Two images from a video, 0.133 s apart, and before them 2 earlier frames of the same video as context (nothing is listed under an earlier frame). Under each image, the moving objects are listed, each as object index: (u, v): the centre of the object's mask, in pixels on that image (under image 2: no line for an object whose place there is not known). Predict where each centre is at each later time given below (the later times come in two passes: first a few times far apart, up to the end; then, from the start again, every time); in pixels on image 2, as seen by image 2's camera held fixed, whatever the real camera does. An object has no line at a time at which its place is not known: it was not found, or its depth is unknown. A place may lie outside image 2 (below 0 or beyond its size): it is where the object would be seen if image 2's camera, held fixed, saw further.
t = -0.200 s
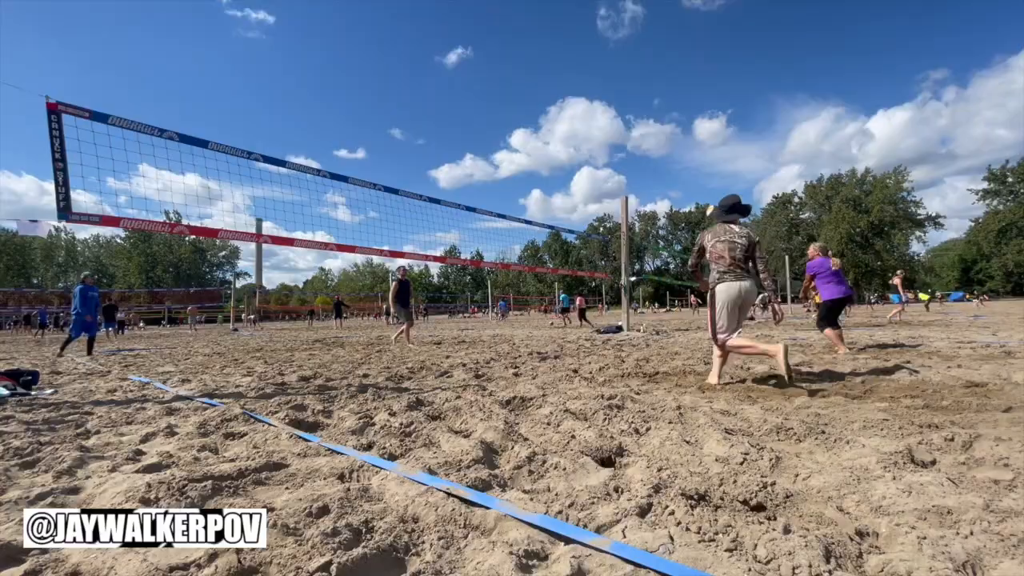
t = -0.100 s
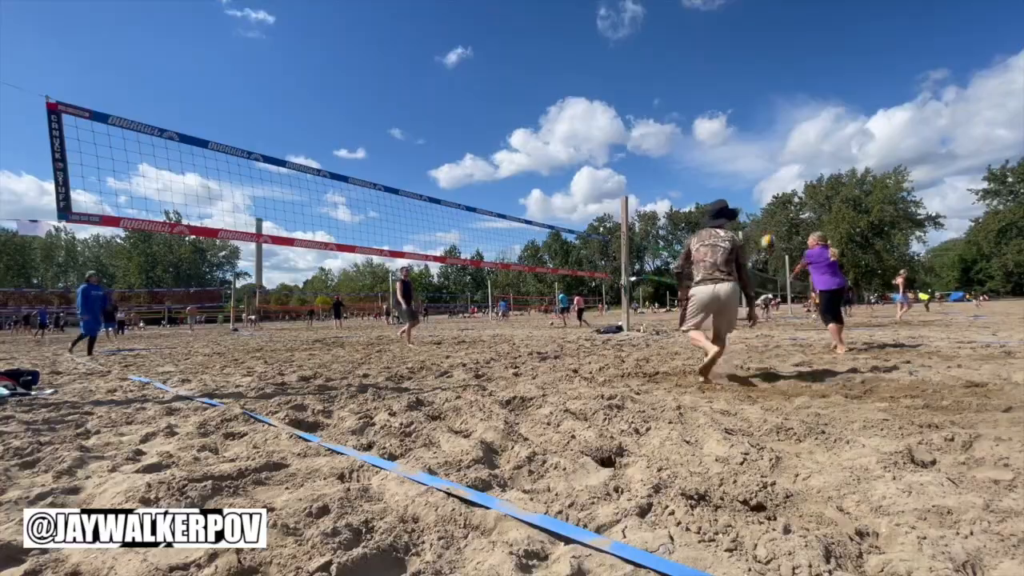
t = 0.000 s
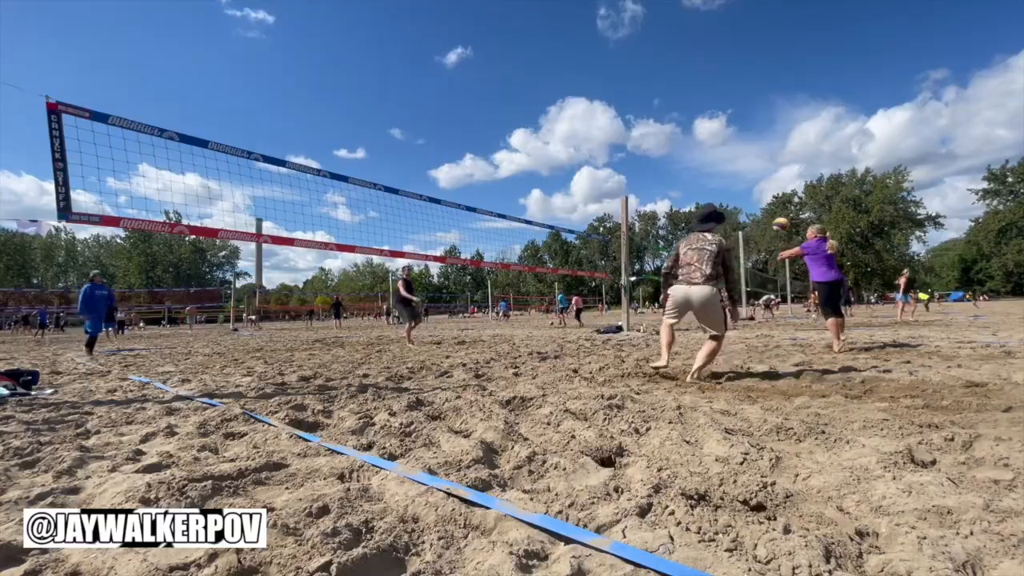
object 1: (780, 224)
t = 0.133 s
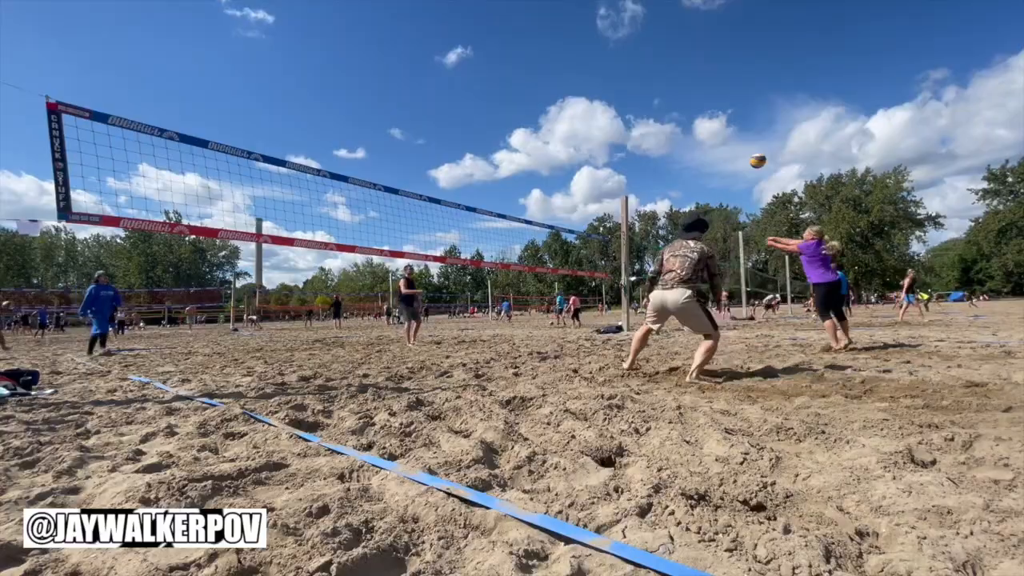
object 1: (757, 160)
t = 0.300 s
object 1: (731, 99)
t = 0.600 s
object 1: (692, 32)
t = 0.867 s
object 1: (660, 19)
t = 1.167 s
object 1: (626, 59)
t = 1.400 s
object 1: (601, 137)
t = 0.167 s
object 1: (752, 147)
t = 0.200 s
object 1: (747, 133)
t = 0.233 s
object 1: (742, 121)
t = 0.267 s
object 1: (736, 110)
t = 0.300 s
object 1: (731, 99)
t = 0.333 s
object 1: (726, 89)
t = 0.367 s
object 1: (722, 79)
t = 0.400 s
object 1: (717, 70)
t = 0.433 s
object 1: (712, 62)
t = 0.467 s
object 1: (708, 55)
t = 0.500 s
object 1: (704, 48)
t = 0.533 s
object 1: (700, 42)
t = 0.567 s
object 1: (696, 37)
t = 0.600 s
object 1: (692, 32)
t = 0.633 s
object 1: (687, 28)
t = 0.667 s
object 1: (683, 25)
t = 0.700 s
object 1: (679, 22)
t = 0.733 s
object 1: (675, 20)
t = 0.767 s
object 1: (671, 19)
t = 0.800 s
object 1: (668, 18)
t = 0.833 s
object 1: (663, 19)
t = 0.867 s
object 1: (660, 19)
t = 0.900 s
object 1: (655, 21)
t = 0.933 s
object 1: (652, 23)
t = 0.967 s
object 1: (648, 26)
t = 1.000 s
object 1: (644, 30)
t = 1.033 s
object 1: (641, 34)
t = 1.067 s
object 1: (637, 39)
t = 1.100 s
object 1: (633, 45)
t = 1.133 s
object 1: (629, 52)
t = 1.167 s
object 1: (626, 59)
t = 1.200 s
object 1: (622, 68)
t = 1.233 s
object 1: (618, 77)
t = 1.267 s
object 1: (615, 87)
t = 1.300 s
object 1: (611, 98)
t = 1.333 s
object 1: (608, 110)
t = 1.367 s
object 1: (605, 123)
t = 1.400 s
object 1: (601, 137)
